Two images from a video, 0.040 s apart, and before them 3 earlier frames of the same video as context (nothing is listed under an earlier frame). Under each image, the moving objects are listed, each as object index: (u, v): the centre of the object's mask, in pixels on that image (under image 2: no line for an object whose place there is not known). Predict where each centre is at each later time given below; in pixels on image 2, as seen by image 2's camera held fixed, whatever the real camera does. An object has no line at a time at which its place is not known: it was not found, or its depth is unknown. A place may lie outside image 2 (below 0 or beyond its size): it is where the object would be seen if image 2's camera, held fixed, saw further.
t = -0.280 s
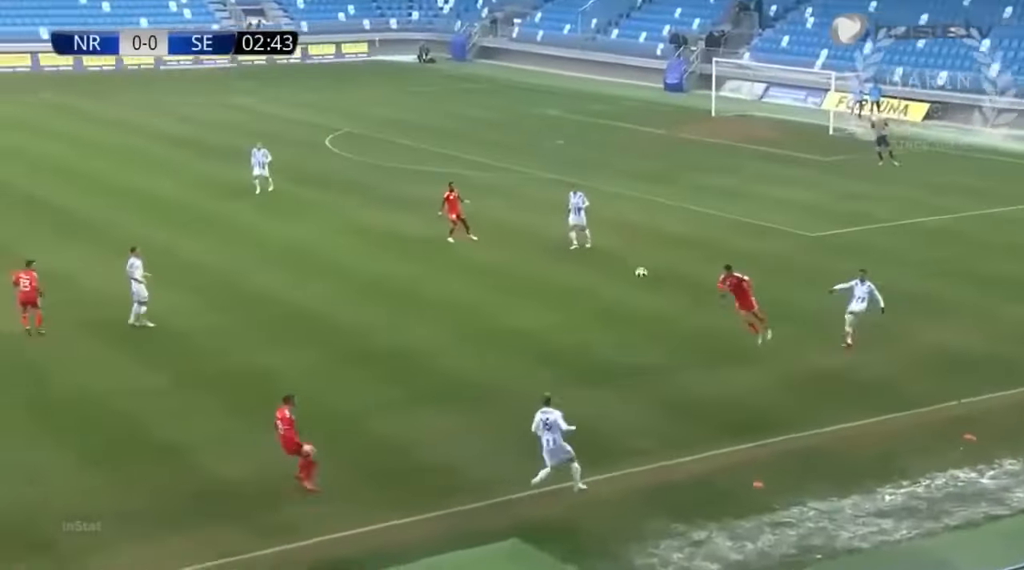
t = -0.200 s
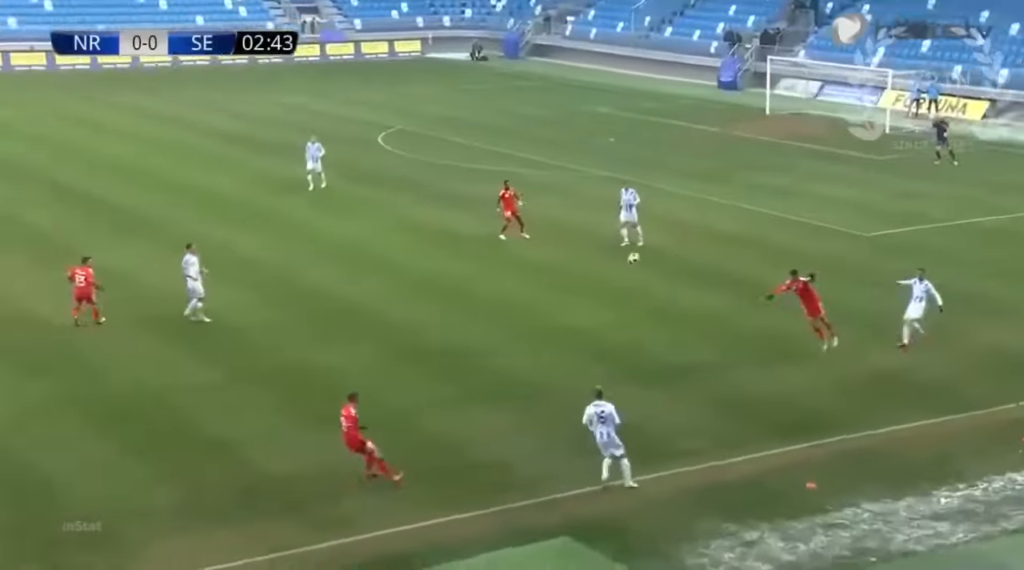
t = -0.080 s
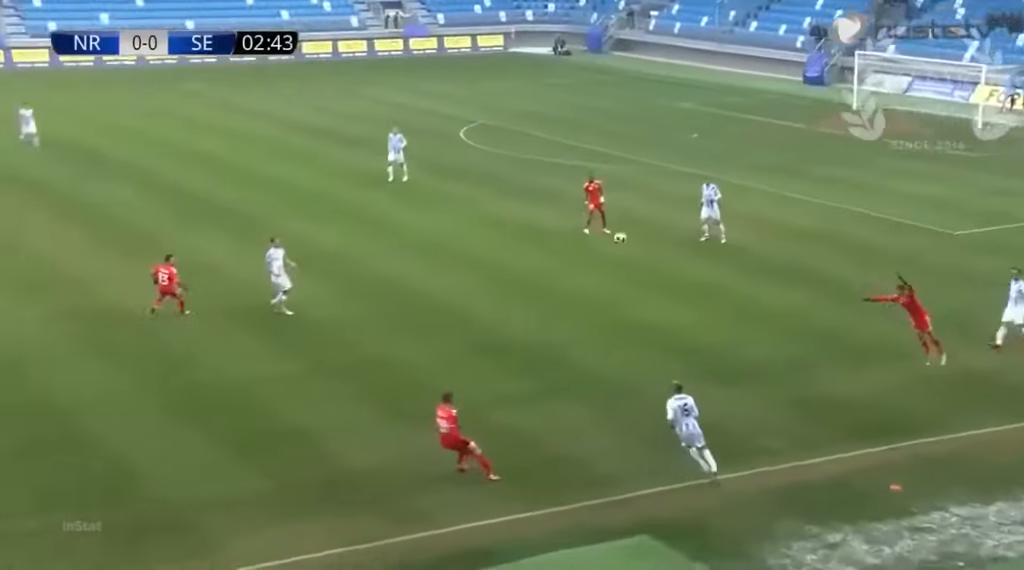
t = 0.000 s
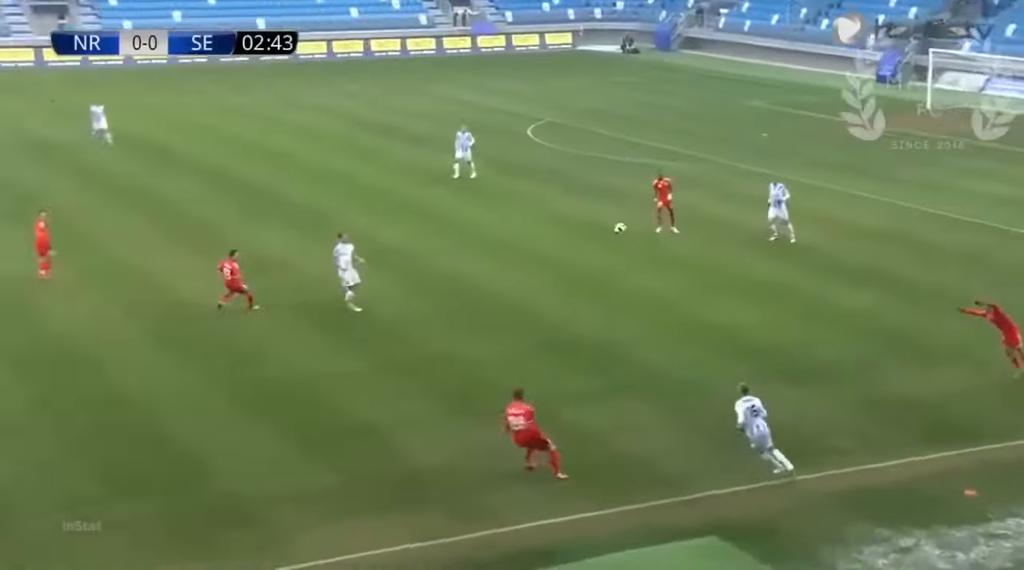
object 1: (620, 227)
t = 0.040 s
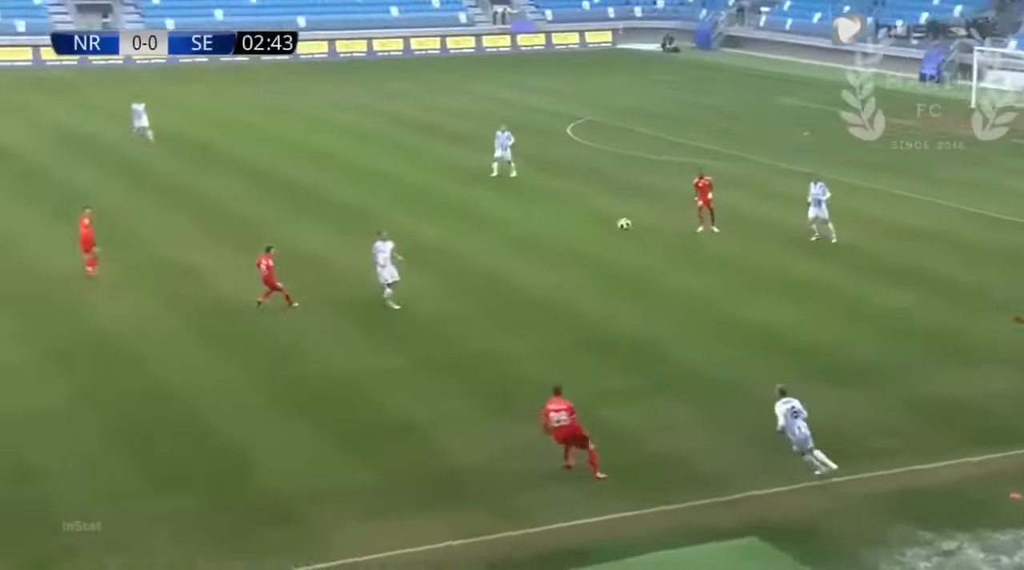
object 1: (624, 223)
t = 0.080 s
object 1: (590, 219)
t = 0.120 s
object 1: (554, 218)
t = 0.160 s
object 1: (518, 216)
